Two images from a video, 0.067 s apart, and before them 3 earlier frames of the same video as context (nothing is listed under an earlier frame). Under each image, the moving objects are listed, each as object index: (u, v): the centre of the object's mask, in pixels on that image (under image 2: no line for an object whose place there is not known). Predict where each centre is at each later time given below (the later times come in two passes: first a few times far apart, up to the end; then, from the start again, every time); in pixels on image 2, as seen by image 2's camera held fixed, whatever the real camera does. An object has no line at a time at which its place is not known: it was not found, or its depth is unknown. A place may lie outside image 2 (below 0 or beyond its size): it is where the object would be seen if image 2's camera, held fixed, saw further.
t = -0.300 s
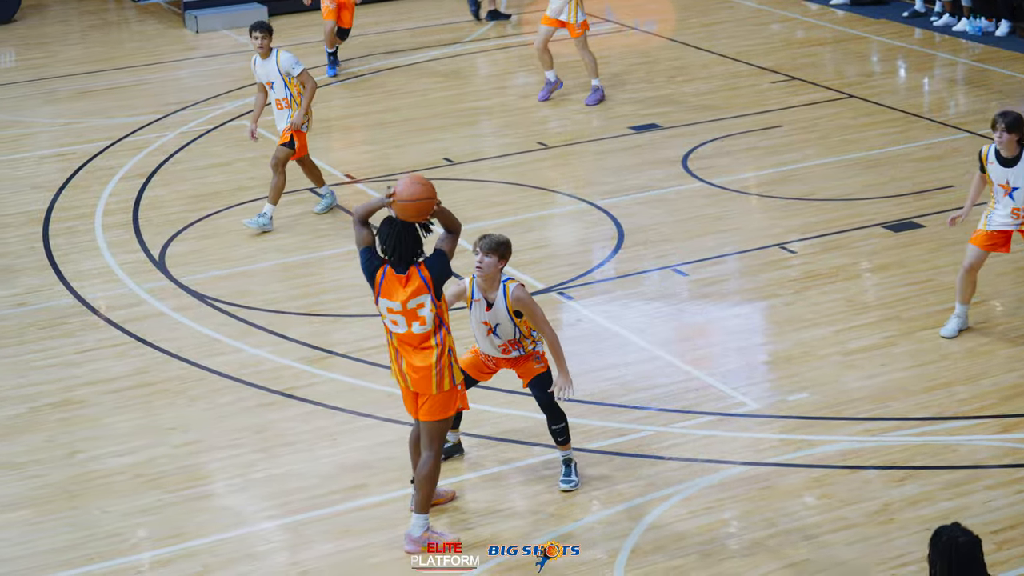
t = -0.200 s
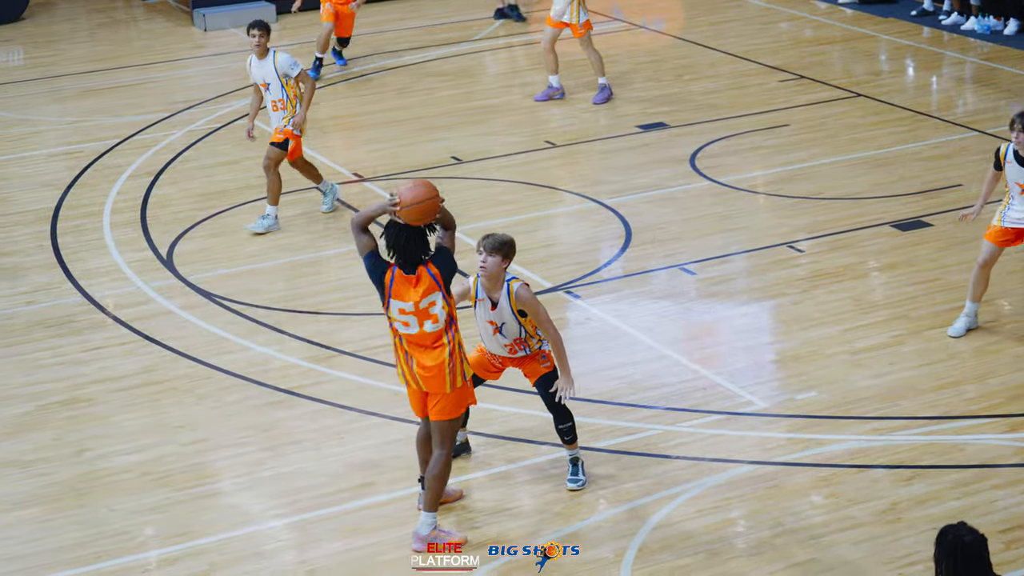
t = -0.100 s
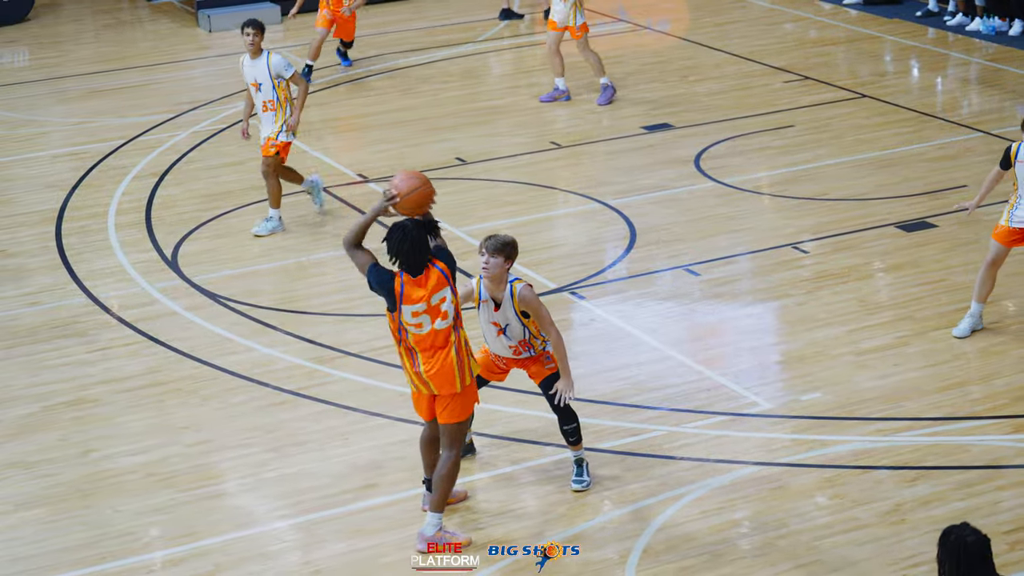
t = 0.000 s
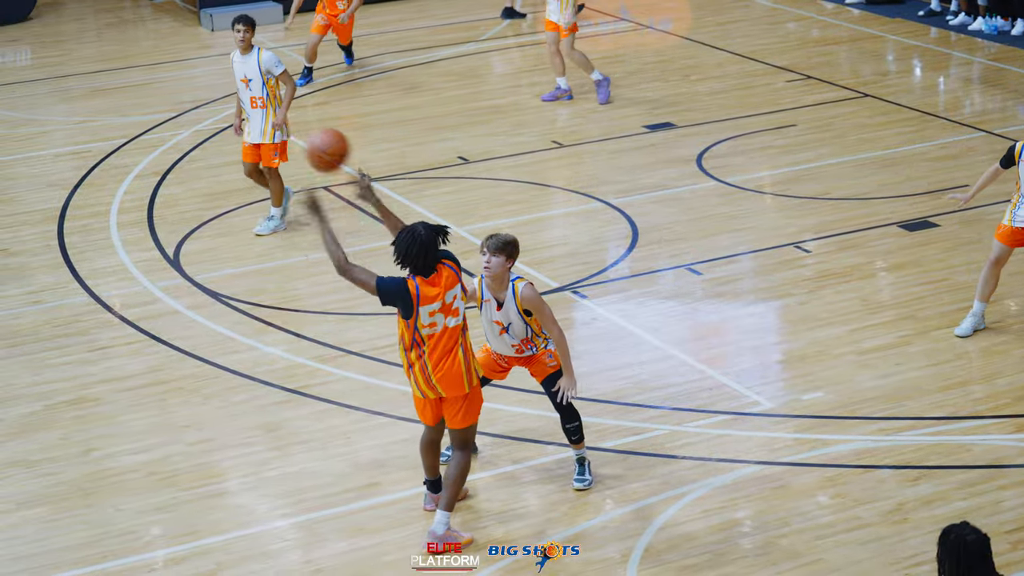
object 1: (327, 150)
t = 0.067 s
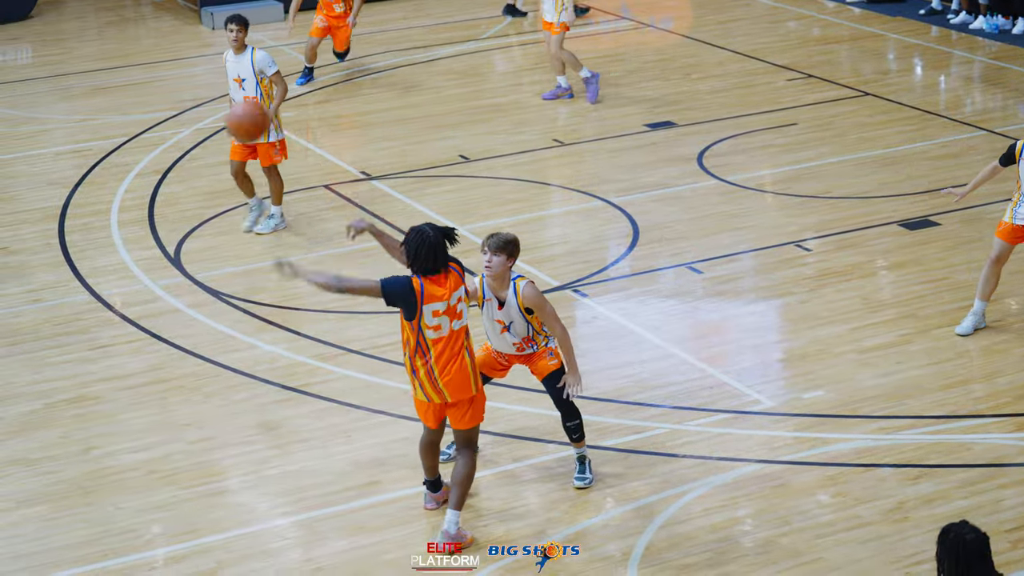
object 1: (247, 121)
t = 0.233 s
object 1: (66, 91)
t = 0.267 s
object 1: (33, 92)
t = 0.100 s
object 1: (210, 112)
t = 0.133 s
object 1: (172, 103)
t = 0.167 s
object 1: (135, 97)
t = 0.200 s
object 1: (100, 94)
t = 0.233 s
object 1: (66, 91)
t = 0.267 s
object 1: (33, 92)
